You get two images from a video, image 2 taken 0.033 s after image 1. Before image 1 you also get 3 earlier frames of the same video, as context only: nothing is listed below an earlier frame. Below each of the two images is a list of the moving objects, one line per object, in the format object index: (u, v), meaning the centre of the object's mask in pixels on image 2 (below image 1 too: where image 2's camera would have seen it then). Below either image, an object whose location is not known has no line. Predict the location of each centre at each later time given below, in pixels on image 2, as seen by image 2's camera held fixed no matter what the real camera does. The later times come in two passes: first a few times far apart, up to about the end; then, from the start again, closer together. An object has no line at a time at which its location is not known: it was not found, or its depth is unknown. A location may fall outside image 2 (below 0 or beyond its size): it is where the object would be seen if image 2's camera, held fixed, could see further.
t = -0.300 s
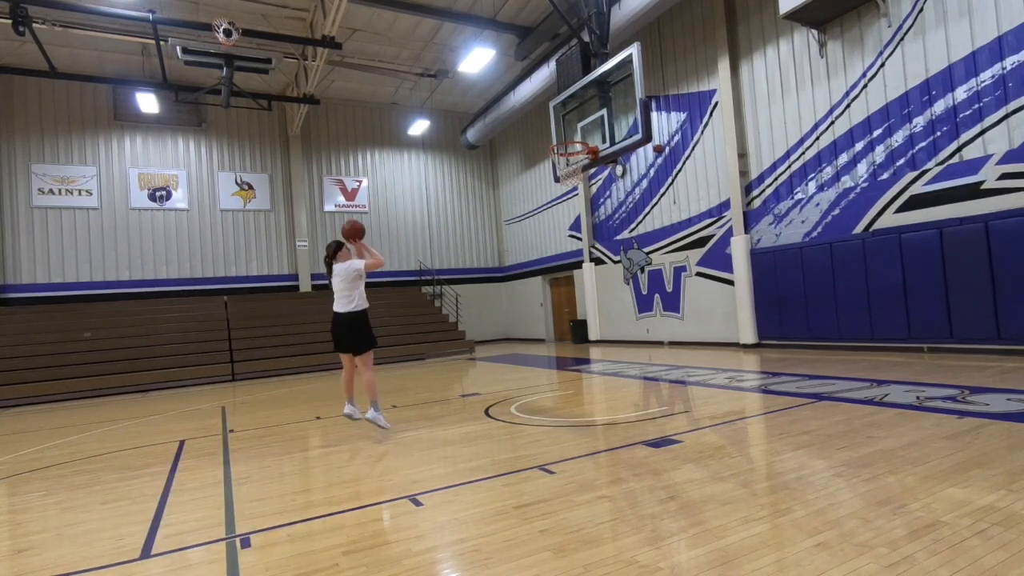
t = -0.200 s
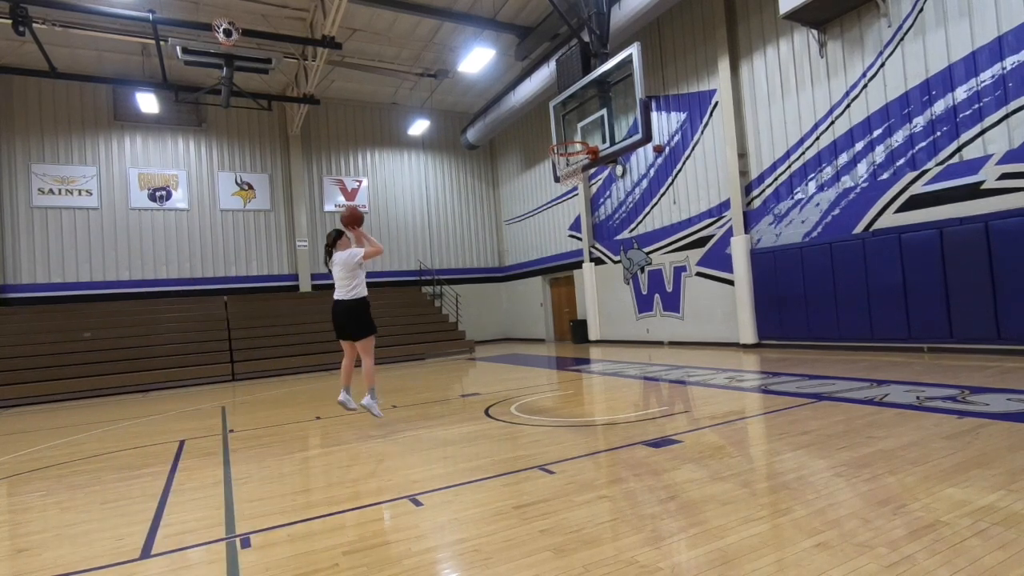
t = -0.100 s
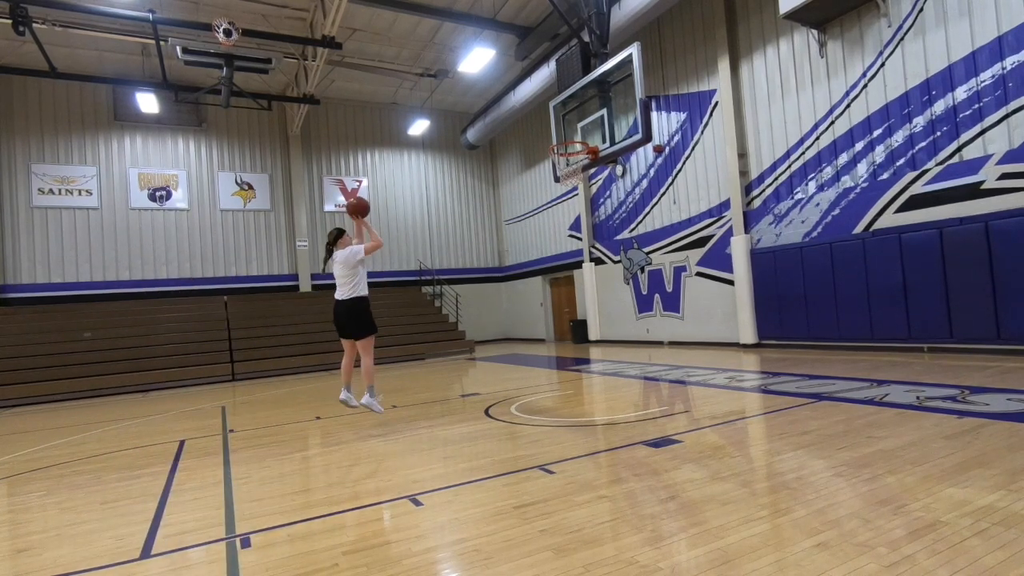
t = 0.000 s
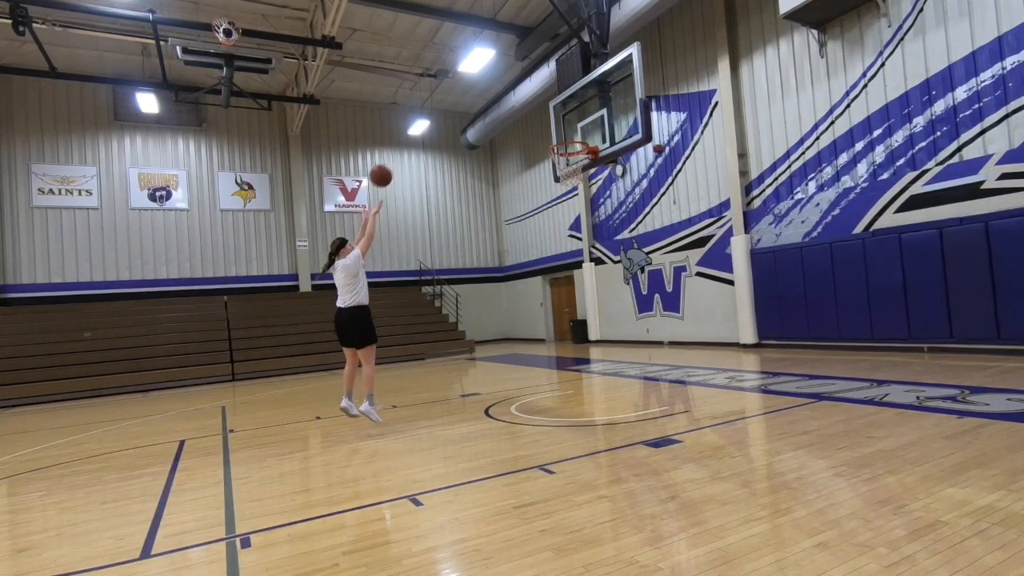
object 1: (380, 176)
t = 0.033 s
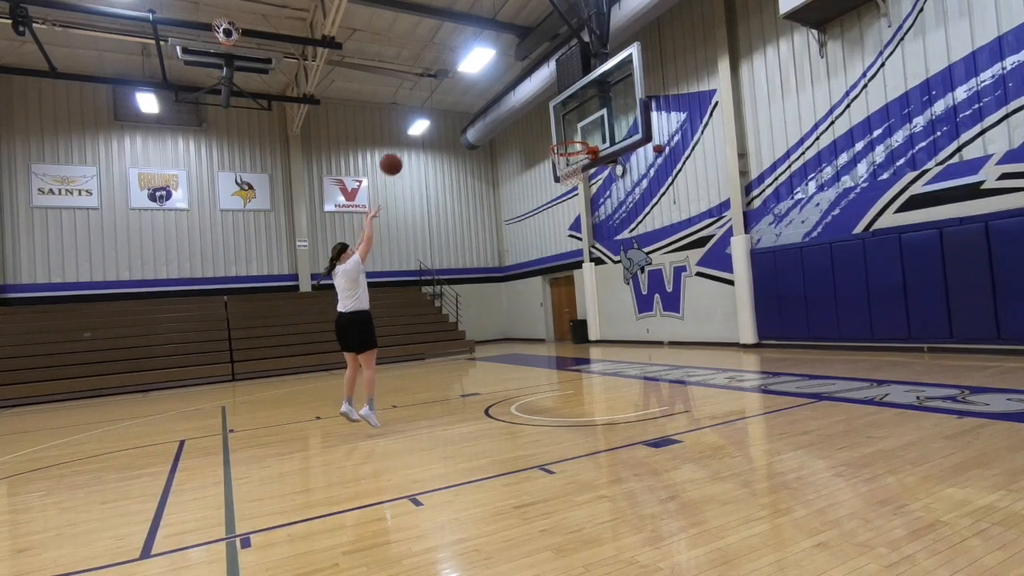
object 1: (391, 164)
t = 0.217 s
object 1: (444, 122)
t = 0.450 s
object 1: (507, 115)
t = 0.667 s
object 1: (562, 148)
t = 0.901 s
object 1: (585, 175)
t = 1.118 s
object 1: (589, 219)
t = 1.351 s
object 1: (598, 309)
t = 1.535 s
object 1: (605, 385)
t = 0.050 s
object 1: (396, 159)
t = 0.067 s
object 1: (401, 154)
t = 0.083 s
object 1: (406, 150)
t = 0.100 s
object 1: (411, 145)
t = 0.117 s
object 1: (415, 142)
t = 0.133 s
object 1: (420, 139)
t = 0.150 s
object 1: (426, 134)
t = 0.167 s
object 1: (432, 130)
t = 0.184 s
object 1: (436, 127)
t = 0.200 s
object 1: (439, 125)
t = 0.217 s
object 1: (444, 122)
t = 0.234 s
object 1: (449, 120)
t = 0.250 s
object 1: (453, 118)
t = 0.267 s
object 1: (457, 117)
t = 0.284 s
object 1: (463, 115)
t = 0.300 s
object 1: (467, 114)
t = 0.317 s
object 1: (471, 114)
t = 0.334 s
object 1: (476, 112)
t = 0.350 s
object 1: (482, 113)
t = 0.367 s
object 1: (486, 112)
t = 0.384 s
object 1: (489, 112)
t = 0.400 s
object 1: (495, 112)
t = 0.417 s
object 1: (499, 113)
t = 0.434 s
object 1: (503, 114)
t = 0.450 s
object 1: (507, 115)
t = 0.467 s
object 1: (512, 116)
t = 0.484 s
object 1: (516, 118)
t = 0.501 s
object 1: (520, 119)
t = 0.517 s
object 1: (525, 120)
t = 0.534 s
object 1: (529, 123)
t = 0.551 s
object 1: (533, 125)
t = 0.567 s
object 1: (537, 127)
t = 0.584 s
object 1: (541, 130)
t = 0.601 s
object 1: (546, 133)
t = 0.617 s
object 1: (550, 136)
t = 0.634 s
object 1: (554, 138)
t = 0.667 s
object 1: (562, 148)
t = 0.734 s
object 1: (574, 159)
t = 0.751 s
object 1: (577, 161)
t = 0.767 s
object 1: (581, 167)
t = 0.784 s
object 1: (582, 167)
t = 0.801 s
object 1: (583, 169)
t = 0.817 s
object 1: (583, 169)
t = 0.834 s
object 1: (583, 170)
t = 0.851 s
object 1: (584, 170)
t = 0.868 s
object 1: (582, 176)
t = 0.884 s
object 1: (585, 171)
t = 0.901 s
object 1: (585, 175)
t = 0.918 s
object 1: (584, 179)
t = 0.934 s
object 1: (585, 181)
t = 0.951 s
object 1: (585, 183)
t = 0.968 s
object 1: (586, 186)
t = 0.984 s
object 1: (586, 188)
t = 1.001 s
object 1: (586, 191)
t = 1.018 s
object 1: (587, 195)
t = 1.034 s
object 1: (587, 198)
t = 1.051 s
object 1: (587, 202)
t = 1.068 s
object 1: (588, 206)
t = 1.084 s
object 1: (588, 211)
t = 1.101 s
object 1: (589, 215)
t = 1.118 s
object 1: (589, 219)
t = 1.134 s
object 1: (590, 224)
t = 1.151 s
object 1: (590, 229)
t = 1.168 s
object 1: (591, 234)
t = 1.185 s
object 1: (591, 240)
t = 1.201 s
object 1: (592, 246)
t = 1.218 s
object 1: (593, 253)
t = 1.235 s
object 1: (593, 259)
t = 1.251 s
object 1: (594, 265)
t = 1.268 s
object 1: (595, 272)
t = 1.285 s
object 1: (595, 279)
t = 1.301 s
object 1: (596, 286)
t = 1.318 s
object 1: (597, 293)
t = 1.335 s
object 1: (597, 301)
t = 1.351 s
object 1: (598, 309)
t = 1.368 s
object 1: (599, 317)
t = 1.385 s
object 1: (600, 326)
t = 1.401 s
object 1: (601, 335)
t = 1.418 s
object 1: (602, 344)
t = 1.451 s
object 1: (604, 363)
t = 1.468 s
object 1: (605, 373)
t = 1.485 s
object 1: (606, 383)
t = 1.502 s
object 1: (607, 393)
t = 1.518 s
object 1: (606, 392)
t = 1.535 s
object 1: (605, 385)
